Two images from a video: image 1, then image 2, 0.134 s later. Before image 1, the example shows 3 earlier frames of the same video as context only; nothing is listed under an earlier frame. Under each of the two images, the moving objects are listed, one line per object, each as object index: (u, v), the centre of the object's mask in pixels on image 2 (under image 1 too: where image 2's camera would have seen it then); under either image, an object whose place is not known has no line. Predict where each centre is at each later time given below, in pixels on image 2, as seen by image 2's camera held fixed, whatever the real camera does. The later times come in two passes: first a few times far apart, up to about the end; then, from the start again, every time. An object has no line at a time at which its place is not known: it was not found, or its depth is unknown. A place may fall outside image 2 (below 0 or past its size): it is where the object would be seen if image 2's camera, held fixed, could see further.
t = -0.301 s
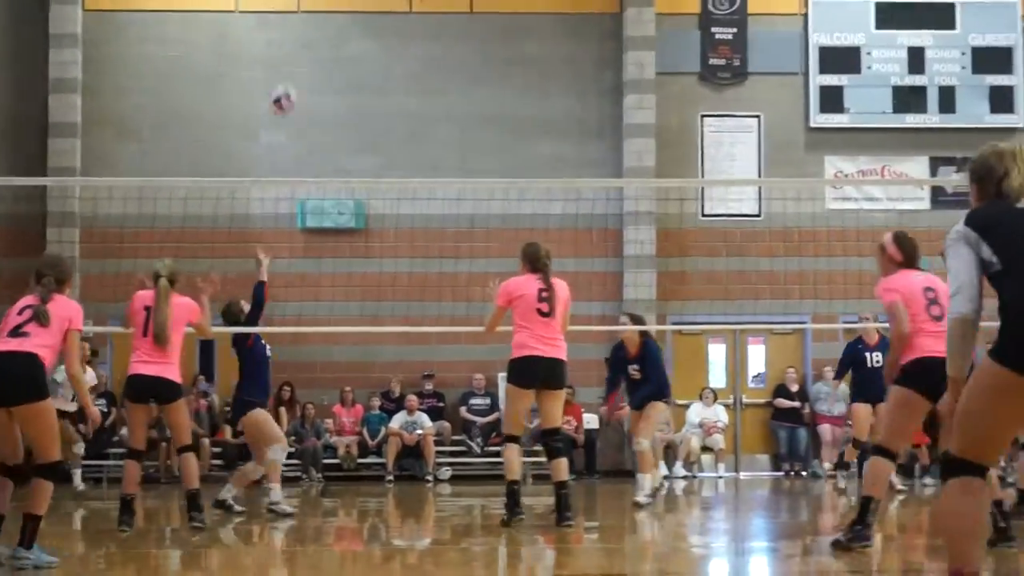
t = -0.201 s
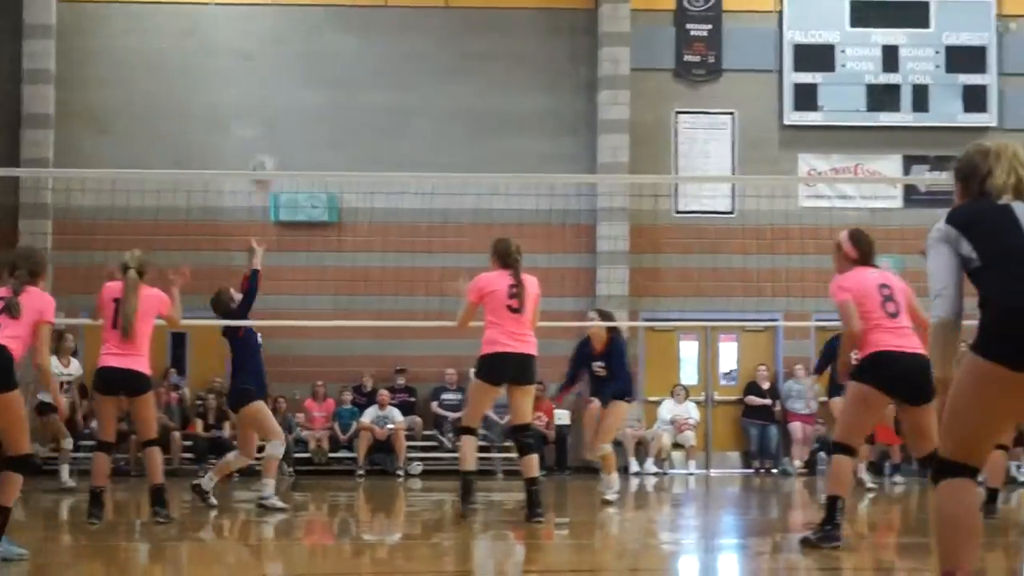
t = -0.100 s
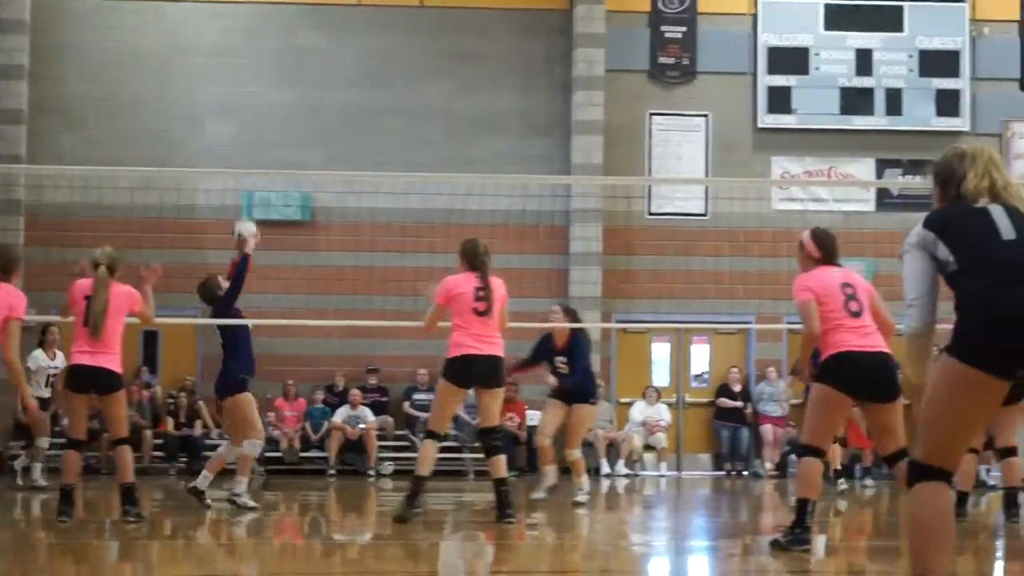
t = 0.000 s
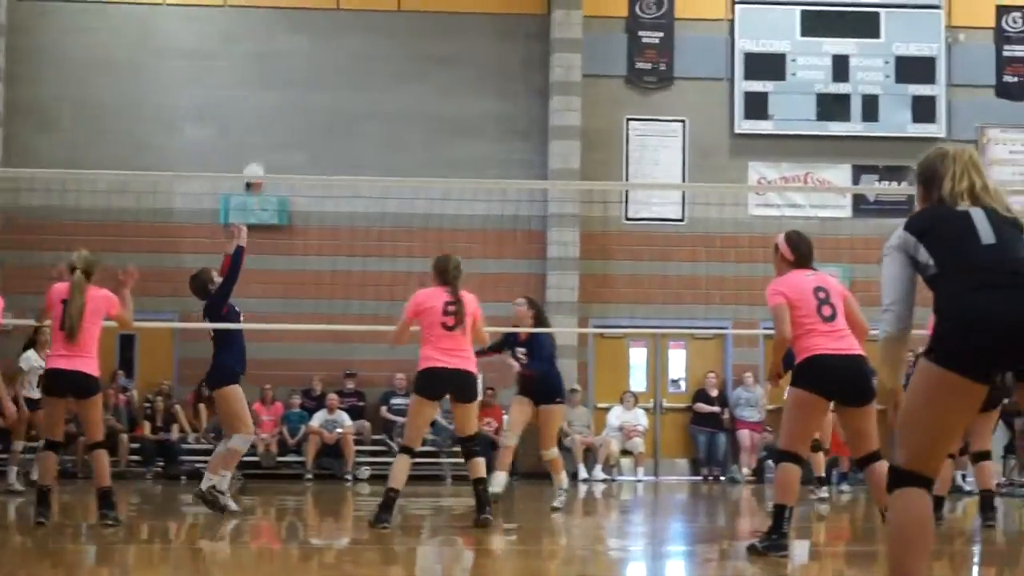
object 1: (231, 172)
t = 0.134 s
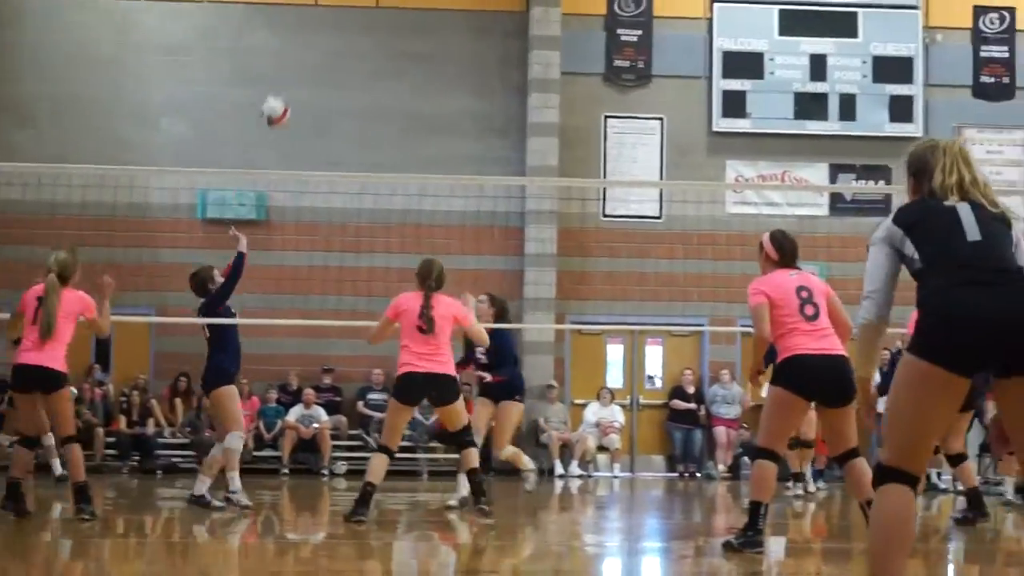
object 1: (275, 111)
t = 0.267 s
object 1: (319, 76)
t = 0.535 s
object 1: (402, 67)
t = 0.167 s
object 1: (286, 100)
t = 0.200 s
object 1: (297, 91)
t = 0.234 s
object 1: (309, 82)
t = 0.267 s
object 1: (319, 76)
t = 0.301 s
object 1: (330, 70)
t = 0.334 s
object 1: (340, 65)
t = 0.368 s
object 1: (351, 63)
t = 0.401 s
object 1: (361, 61)
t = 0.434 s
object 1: (371, 61)
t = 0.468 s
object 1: (381, 62)
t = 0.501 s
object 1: (392, 64)
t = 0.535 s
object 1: (402, 67)
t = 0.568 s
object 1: (411, 72)
